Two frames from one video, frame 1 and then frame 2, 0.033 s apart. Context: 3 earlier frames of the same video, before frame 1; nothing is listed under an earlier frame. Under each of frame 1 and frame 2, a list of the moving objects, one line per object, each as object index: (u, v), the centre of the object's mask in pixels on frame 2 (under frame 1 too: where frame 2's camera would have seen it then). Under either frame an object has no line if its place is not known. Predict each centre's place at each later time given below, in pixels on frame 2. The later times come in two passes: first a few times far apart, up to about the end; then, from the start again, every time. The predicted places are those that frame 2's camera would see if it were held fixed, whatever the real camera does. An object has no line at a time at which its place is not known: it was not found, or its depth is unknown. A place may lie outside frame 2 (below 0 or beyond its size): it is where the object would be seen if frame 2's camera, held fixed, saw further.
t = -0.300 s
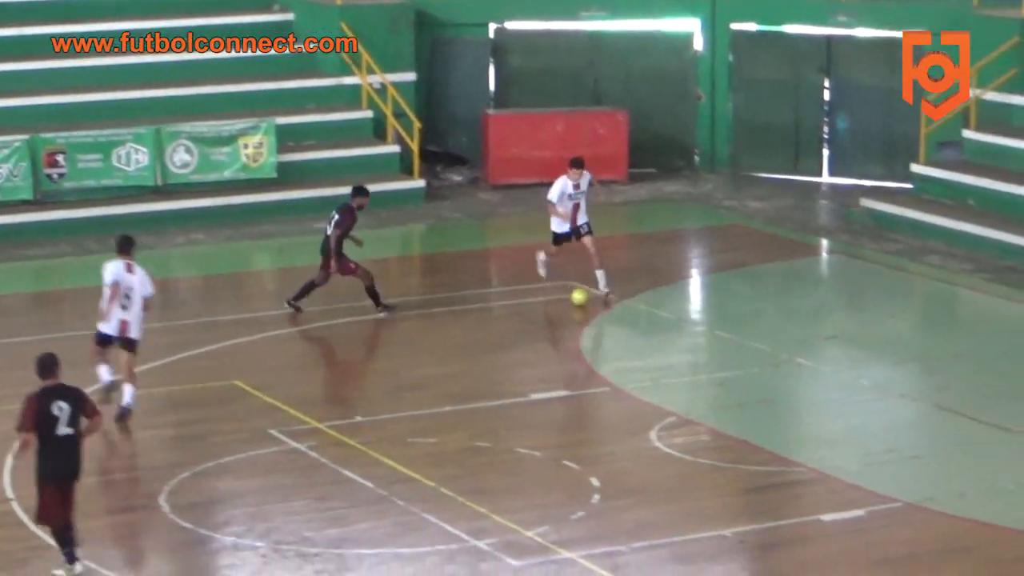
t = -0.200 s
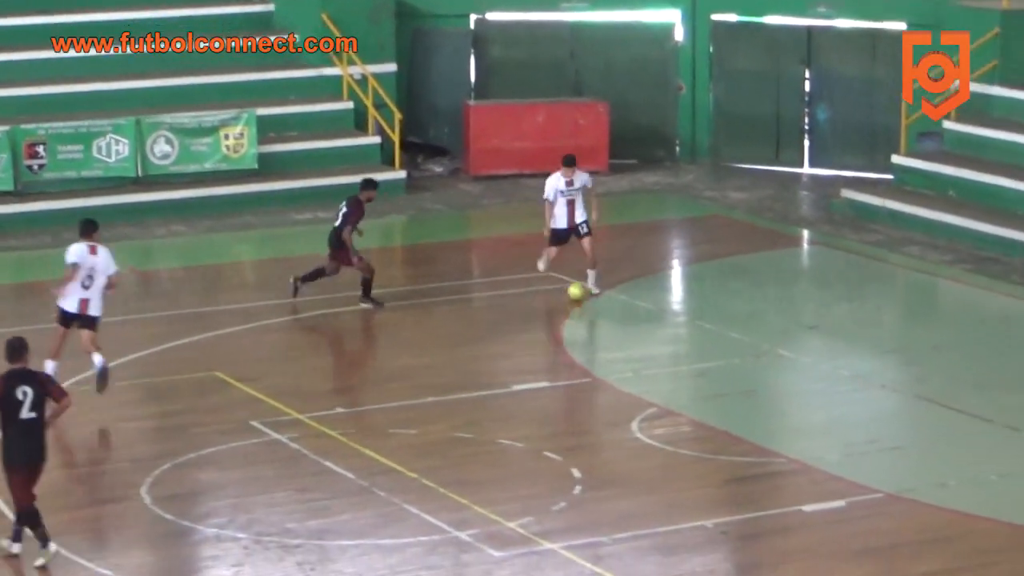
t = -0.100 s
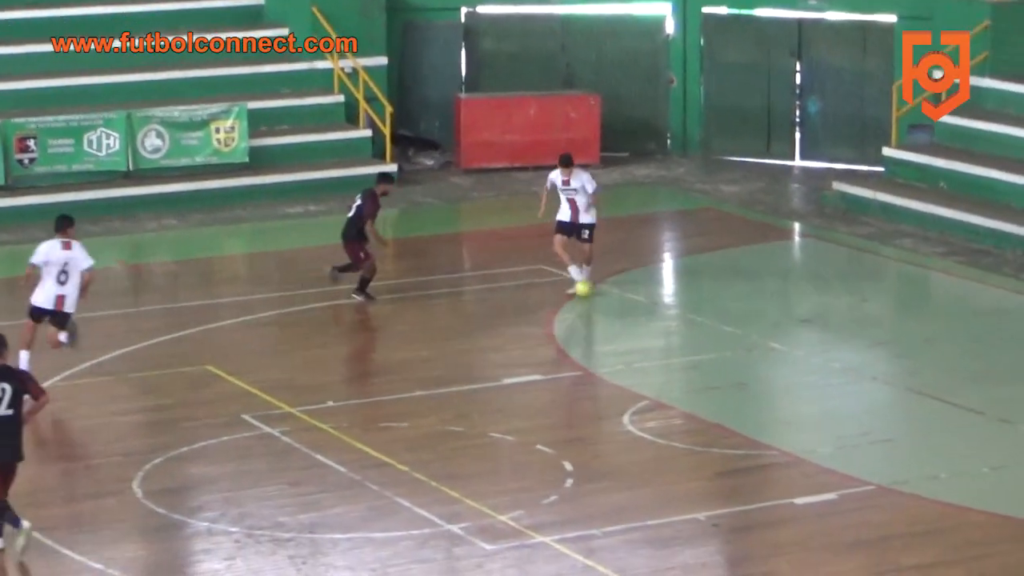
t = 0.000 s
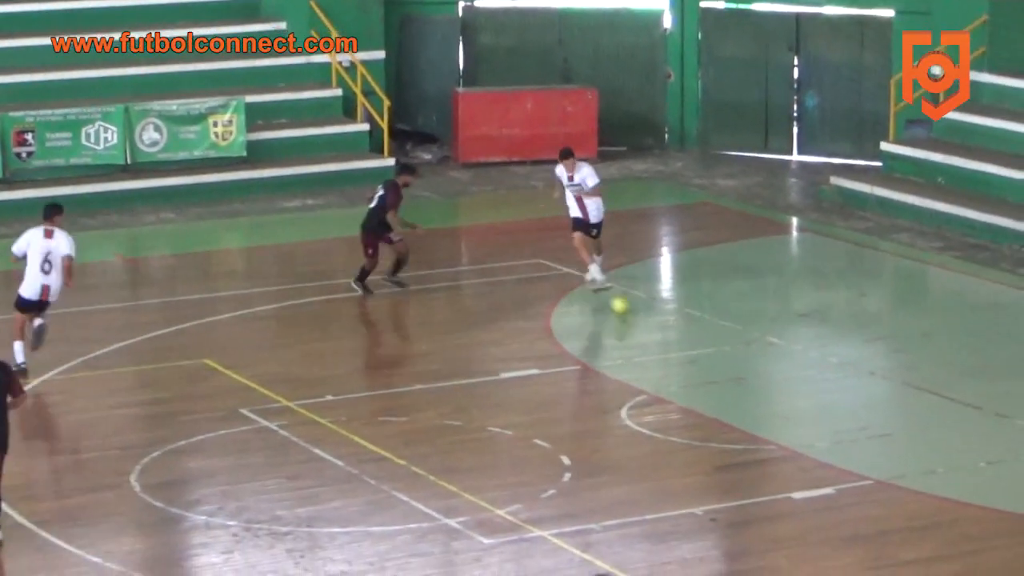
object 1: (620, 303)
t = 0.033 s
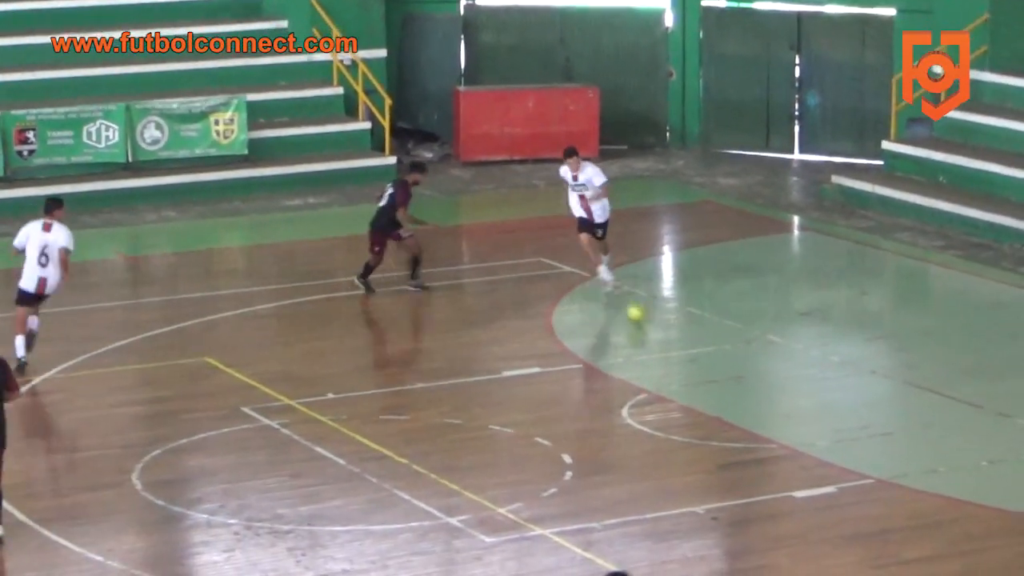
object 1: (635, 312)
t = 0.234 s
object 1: (724, 363)
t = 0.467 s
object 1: (838, 424)
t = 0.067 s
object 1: (650, 320)
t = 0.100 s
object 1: (665, 329)
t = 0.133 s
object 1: (680, 337)
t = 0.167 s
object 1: (694, 346)
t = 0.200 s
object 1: (709, 354)
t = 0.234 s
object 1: (724, 363)
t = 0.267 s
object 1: (739, 372)
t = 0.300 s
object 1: (755, 379)
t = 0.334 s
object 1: (771, 388)
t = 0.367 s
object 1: (788, 398)
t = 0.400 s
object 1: (804, 406)
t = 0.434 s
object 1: (820, 415)
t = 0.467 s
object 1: (838, 424)
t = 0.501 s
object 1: (854, 433)
